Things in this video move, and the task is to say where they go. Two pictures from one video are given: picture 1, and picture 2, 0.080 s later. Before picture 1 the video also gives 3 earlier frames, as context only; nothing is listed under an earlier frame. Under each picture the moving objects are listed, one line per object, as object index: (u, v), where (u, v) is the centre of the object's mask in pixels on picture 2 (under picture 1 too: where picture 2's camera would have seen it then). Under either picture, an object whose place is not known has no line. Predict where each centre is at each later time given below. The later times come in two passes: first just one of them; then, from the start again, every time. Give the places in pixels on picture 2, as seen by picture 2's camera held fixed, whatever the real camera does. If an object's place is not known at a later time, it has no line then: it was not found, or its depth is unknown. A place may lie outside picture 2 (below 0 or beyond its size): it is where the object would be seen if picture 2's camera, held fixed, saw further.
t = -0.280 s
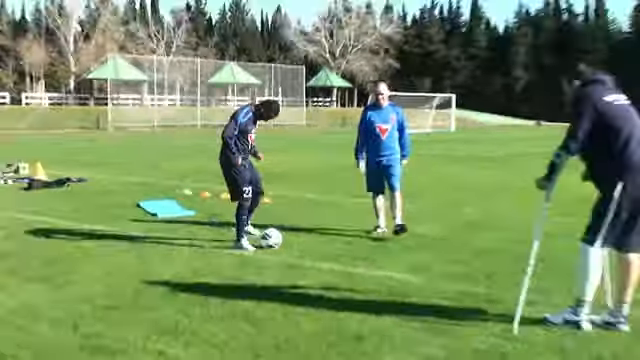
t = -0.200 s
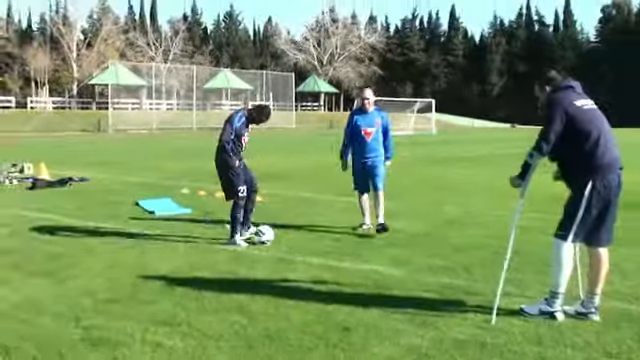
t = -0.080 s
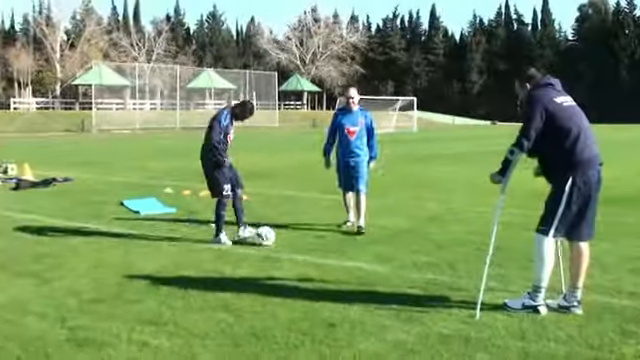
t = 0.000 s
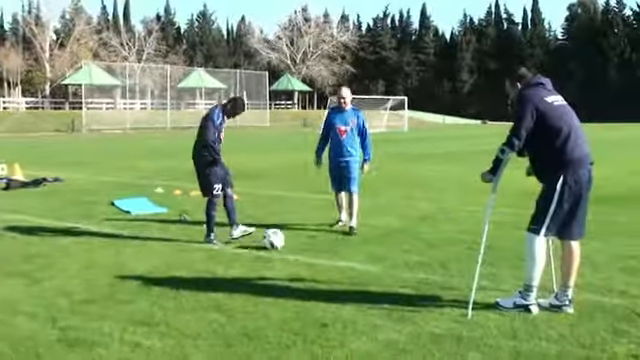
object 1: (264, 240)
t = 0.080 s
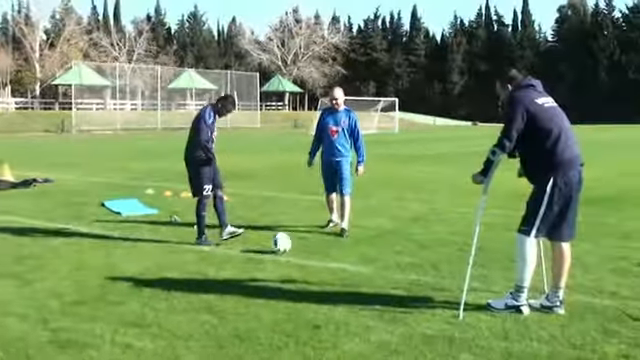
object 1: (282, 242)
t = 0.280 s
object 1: (315, 248)
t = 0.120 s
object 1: (287, 243)
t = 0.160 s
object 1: (294, 245)
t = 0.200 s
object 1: (301, 245)
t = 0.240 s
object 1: (307, 247)
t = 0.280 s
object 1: (315, 248)
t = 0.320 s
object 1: (322, 249)
